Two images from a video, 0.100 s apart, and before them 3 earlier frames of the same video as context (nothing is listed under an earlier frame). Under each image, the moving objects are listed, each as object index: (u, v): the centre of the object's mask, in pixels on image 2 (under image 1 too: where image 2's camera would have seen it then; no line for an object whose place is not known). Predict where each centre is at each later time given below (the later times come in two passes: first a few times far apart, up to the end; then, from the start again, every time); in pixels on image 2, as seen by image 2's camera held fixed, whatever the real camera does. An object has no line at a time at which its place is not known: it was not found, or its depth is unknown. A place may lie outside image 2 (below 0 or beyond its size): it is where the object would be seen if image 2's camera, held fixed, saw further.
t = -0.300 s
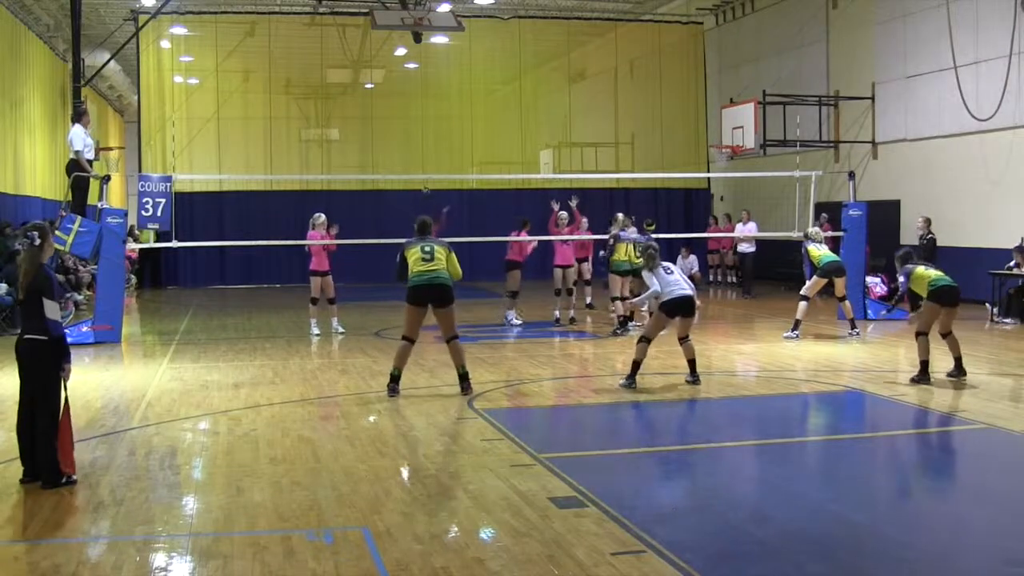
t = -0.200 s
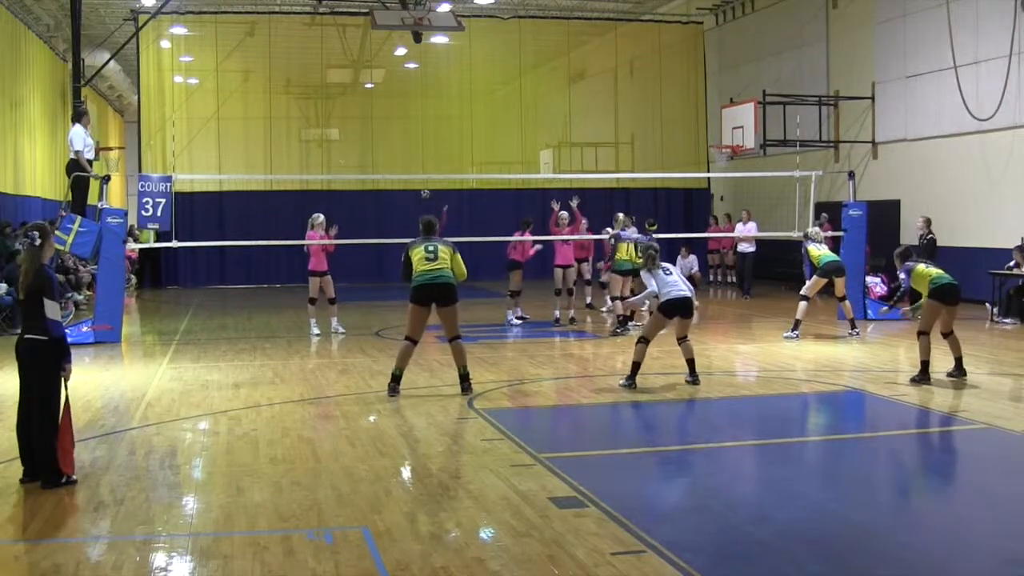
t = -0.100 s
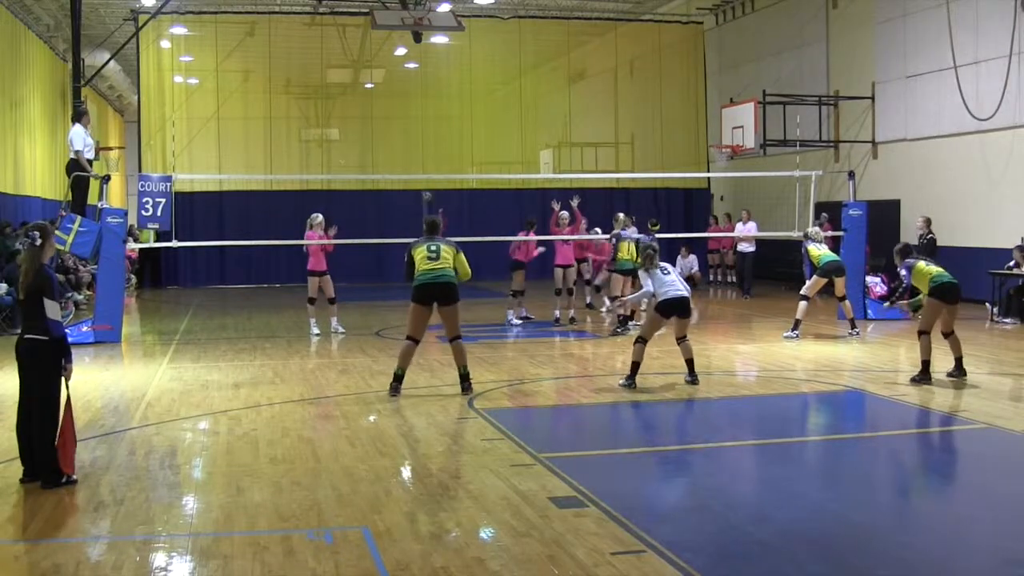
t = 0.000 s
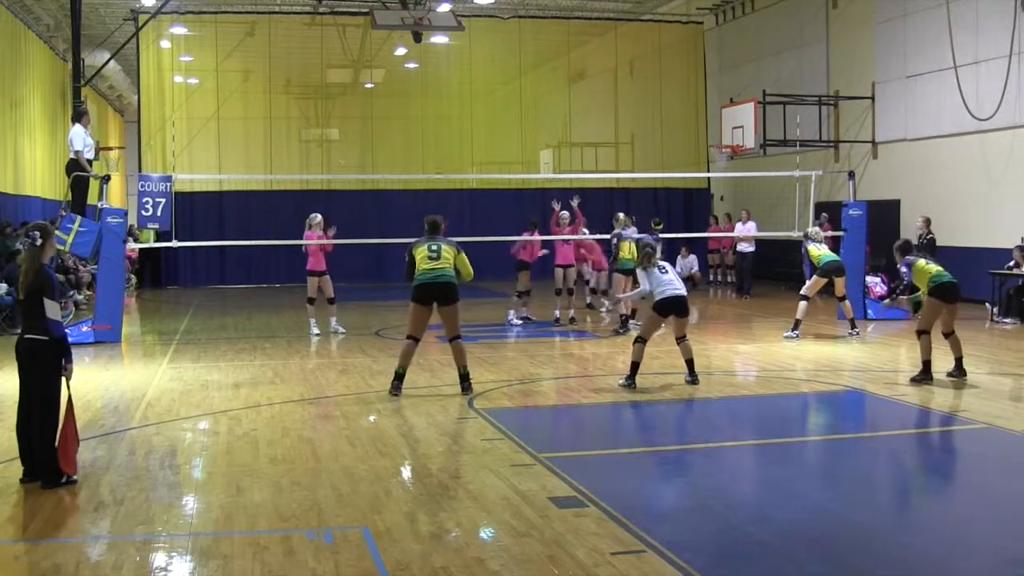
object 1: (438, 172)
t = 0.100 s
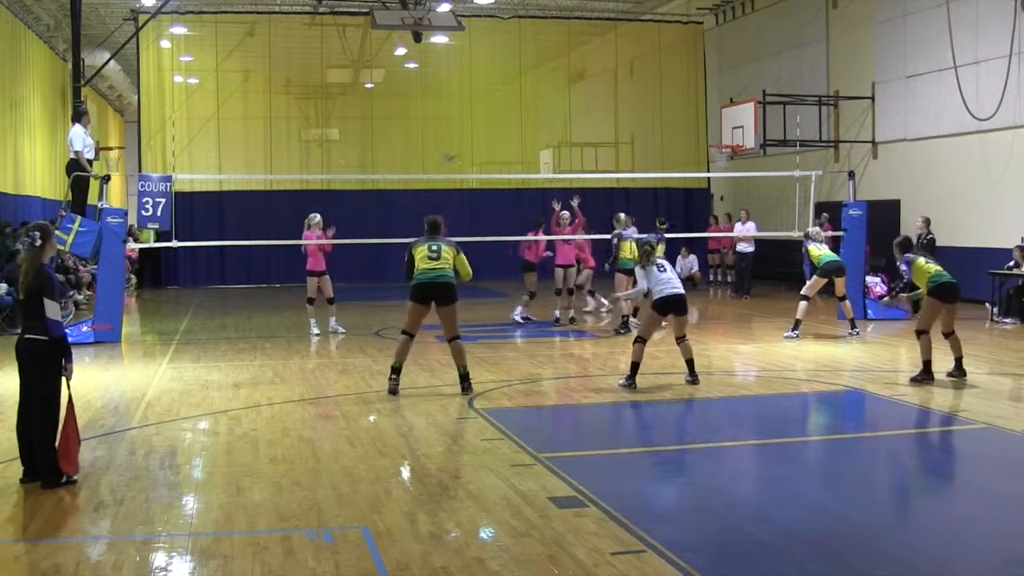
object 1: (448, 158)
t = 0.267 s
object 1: (476, 131)
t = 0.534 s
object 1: (529, 108)
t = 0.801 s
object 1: (595, 129)
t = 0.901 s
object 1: (626, 148)
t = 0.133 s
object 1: (455, 149)
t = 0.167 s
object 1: (460, 145)
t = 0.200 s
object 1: (467, 140)
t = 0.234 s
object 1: (470, 134)
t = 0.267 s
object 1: (476, 131)
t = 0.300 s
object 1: (481, 125)
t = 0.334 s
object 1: (487, 122)
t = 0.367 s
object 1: (493, 119)
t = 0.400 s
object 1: (499, 114)
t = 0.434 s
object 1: (505, 113)
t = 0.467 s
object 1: (511, 113)
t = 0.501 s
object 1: (518, 108)
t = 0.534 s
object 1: (529, 108)
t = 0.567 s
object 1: (535, 108)
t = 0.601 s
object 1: (543, 109)
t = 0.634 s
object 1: (551, 113)
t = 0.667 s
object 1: (558, 113)
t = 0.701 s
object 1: (568, 117)
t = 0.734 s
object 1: (576, 119)
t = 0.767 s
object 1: (584, 124)
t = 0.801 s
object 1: (595, 129)
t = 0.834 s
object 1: (604, 134)
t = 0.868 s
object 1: (615, 143)
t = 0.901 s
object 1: (626, 148)
